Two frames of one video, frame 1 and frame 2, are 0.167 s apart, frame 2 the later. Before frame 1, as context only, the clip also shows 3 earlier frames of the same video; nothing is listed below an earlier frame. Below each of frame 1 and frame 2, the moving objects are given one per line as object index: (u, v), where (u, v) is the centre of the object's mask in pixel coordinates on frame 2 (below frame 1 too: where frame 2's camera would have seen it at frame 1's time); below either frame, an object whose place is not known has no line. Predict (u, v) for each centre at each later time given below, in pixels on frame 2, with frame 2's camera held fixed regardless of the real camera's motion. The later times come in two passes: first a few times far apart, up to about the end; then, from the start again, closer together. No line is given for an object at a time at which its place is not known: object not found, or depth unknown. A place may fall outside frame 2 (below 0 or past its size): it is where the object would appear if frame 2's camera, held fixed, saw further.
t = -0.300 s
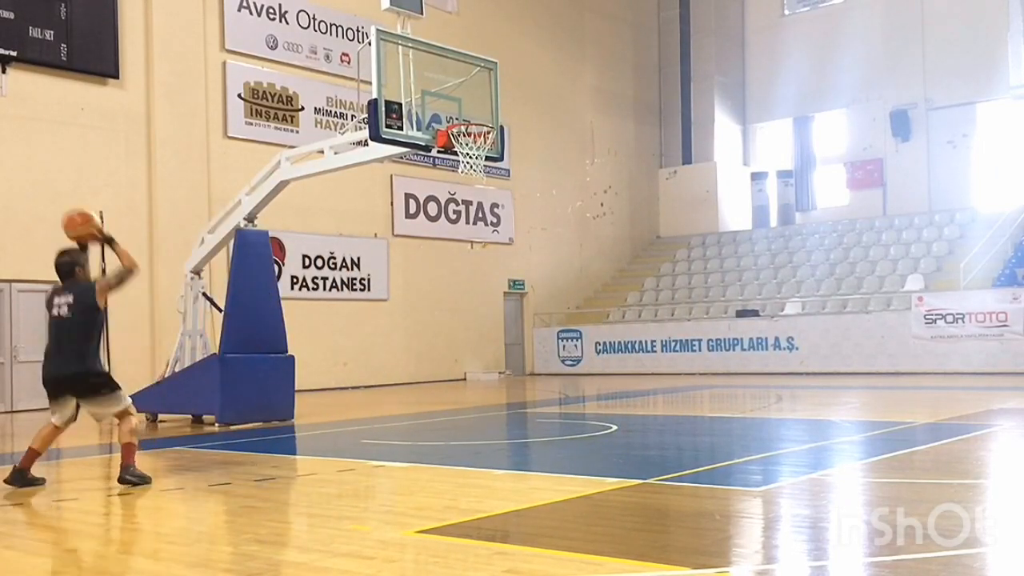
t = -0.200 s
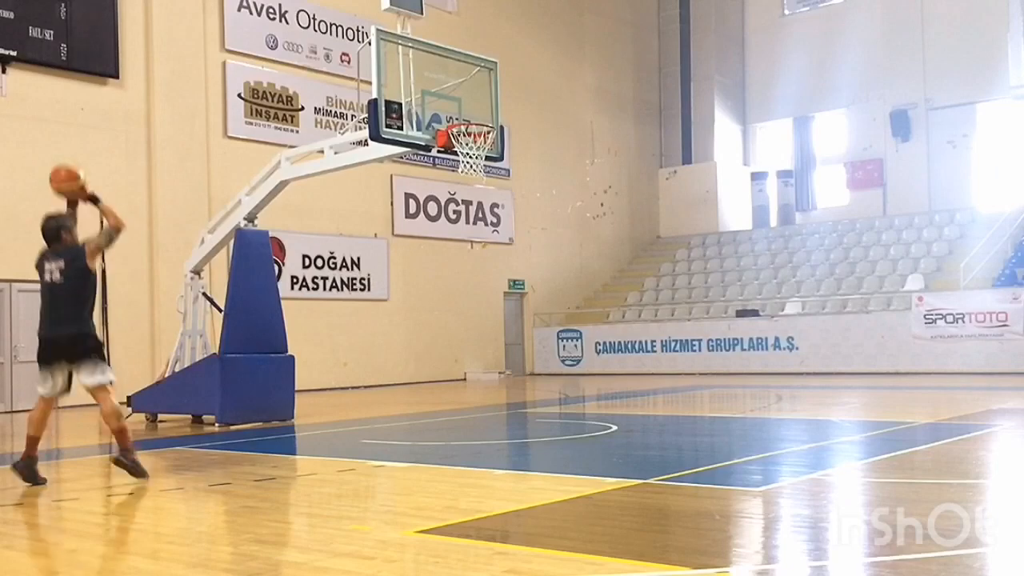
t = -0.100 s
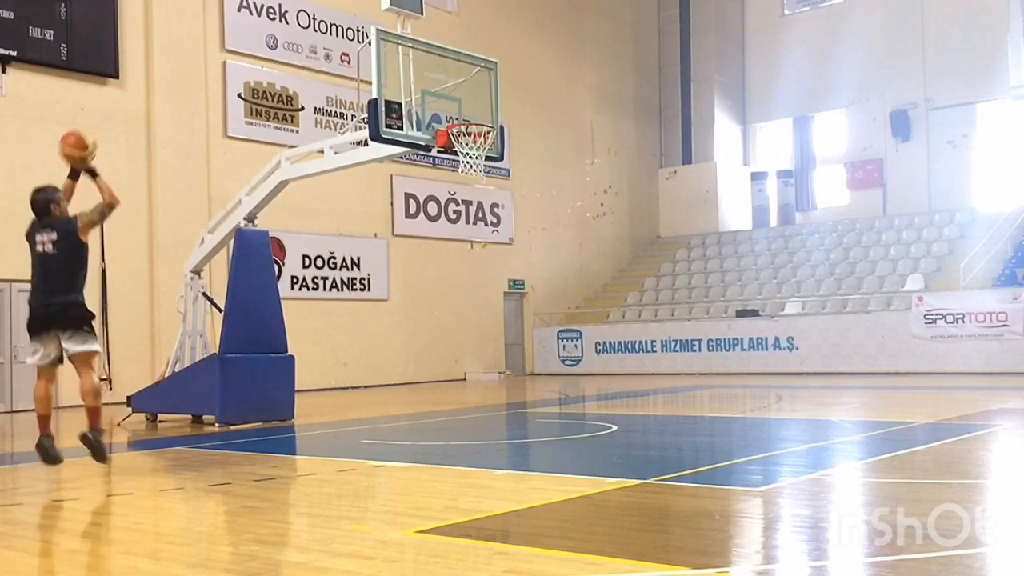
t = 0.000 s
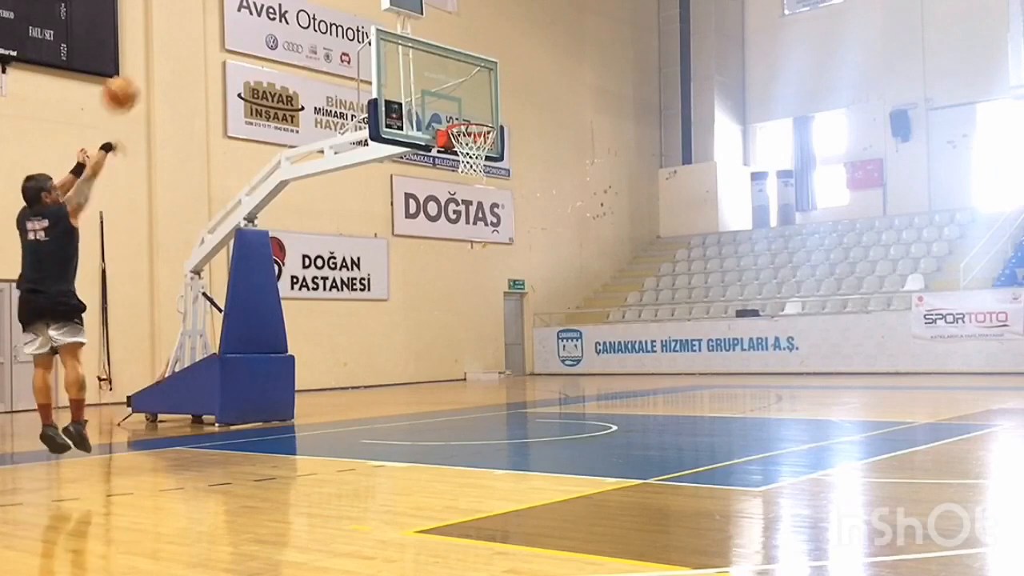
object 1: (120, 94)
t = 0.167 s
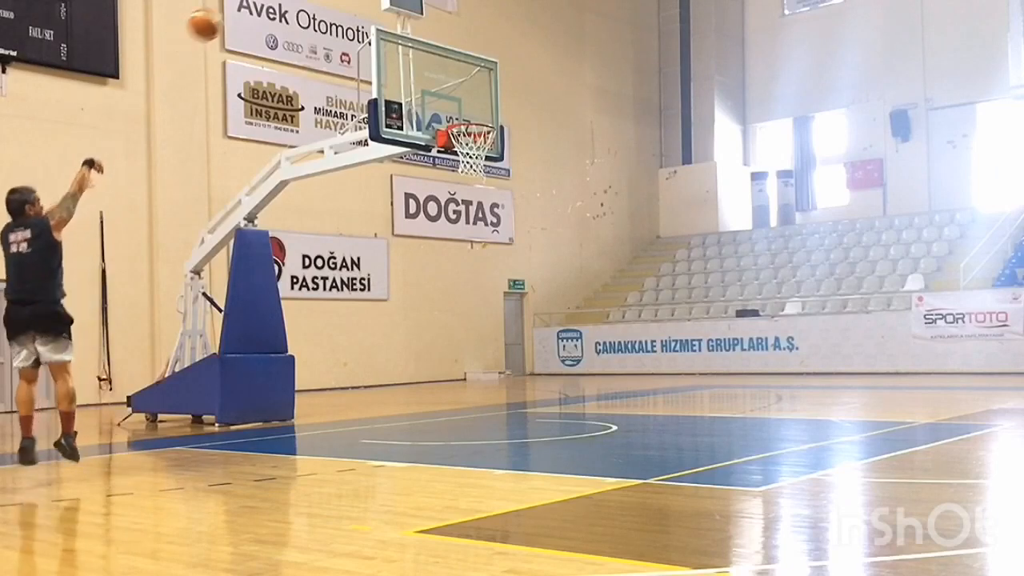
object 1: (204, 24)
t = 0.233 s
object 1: (234, 11)
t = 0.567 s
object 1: (365, 10)
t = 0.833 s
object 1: (451, 89)
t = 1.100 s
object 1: (487, 158)
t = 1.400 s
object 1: (482, 238)
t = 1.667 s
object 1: (480, 380)
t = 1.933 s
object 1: (463, 331)
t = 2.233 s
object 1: (439, 277)
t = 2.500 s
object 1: (418, 300)
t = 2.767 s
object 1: (400, 396)
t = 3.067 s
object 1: (378, 352)
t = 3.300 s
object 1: (360, 340)
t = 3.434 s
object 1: (351, 362)
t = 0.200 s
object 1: (219, 15)
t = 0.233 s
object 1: (234, 11)
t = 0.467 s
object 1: (329, 4)
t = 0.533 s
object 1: (354, 8)
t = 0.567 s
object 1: (365, 10)
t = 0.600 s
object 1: (376, 15)
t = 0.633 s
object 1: (389, 23)
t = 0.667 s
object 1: (399, 31)
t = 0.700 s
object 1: (410, 41)
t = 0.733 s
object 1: (420, 52)
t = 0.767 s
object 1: (431, 64)
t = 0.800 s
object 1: (440, 76)
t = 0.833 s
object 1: (451, 89)
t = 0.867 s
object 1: (461, 103)
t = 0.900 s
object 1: (471, 116)
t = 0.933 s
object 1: (480, 132)
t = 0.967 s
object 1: (487, 146)
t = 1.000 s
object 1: (488, 151)
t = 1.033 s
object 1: (488, 154)
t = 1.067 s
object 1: (487, 156)
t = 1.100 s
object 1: (487, 158)
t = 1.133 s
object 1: (486, 163)
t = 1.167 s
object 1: (485, 169)
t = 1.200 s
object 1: (485, 176)
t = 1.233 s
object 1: (484, 184)
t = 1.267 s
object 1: (484, 191)
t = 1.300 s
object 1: (483, 202)
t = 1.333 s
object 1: (482, 214)
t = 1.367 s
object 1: (481, 224)
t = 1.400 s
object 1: (482, 238)
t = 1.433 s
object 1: (481, 252)
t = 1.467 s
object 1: (481, 268)
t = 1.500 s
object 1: (480, 284)
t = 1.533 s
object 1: (480, 301)
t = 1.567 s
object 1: (480, 319)
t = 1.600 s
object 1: (480, 338)
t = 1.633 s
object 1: (480, 358)
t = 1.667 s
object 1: (480, 380)
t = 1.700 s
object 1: (480, 401)
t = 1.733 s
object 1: (480, 415)
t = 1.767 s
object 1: (476, 398)
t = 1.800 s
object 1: (474, 382)
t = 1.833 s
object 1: (471, 367)
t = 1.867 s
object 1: (468, 355)
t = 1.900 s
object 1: (466, 343)
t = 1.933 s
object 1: (463, 331)
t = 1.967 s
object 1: (461, 322)
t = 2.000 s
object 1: (458, 313)
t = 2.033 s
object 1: (456, 304)
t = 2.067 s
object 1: (453, 298)
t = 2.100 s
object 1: (450, 291)
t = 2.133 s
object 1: (447, 285)
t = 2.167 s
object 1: (444, 281)
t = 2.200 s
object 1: (441, 279)
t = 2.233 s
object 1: (439, 277)
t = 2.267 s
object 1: (436, 276)
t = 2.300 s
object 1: (434, 276)
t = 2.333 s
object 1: (431, 278)
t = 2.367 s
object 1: (428, 280)
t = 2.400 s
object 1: (426, 283)
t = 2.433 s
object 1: (423, 288)
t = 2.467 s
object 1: (421, 293)
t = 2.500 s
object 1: (418, 300)
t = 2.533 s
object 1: (416, 308)
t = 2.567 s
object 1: (414, 317)
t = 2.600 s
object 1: (411, 327)
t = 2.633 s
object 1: (409, 338)
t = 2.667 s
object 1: (406, 351)
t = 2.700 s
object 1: (404, 365)
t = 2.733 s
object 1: (401, 380)
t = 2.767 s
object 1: (400, 396)
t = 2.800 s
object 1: (397, 415)
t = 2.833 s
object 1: (395, 420)
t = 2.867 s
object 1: (392, 407)
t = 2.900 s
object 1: (390, 395)
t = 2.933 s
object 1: (387, 384)
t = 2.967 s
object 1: (385, 375)
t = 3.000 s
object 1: (383, 367)
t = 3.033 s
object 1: (380, 359)
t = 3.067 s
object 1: (378, 352)
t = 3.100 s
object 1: (376, 346)
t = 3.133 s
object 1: (373, 342)
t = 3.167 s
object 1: (371, 339)
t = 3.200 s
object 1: (369, 337)
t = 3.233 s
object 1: (364, 336)
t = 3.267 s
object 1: (362, 338)
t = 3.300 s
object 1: (360, 340)
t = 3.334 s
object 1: (358, 344)
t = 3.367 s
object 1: (356, 349)
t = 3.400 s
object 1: (354, 355)
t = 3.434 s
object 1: (351, 362)
